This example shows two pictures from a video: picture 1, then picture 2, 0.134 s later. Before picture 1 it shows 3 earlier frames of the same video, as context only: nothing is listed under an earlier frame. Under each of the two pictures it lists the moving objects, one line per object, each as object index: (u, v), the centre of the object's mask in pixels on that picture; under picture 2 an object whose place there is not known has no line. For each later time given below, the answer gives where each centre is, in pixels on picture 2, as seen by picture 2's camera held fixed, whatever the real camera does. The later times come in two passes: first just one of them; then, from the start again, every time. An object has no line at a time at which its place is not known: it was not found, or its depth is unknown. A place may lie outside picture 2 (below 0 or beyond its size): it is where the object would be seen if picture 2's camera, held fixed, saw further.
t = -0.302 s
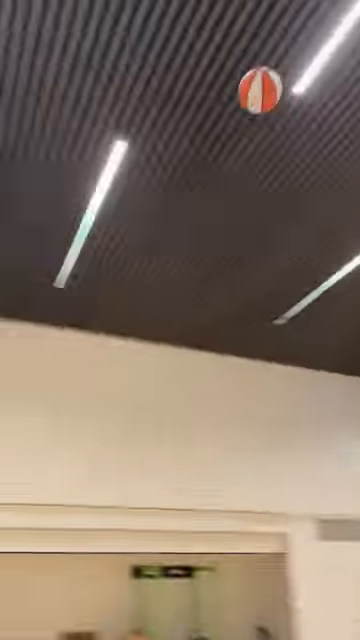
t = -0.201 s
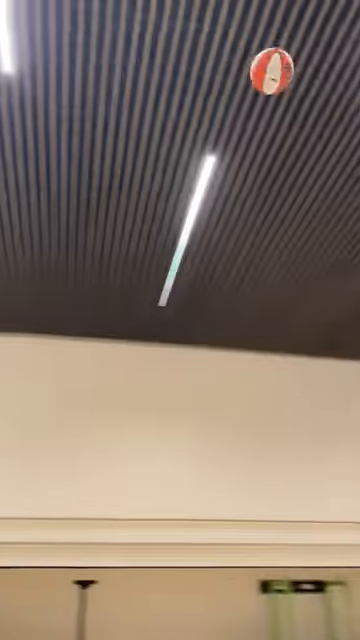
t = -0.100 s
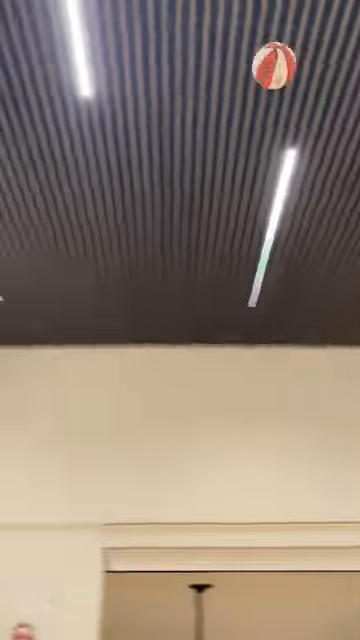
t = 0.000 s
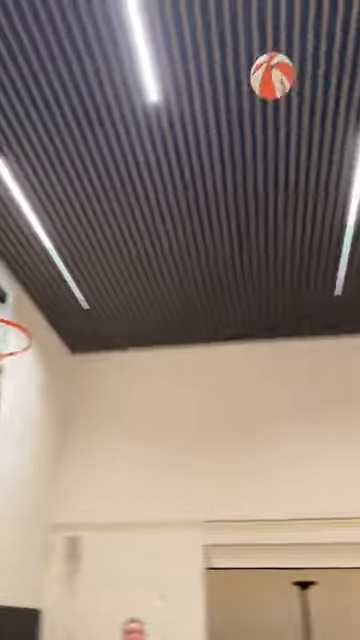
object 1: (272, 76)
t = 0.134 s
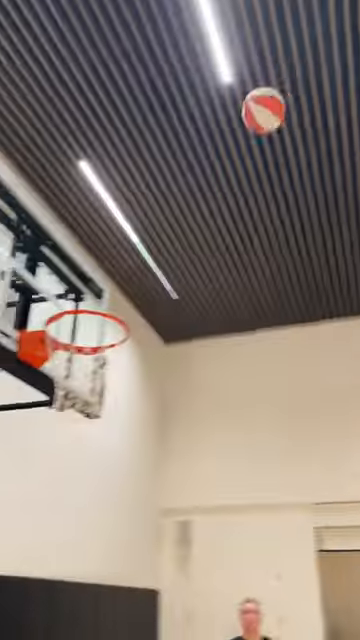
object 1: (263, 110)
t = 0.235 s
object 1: (204, 175)
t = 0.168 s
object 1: (244, 131)
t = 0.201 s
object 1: (224, 153)
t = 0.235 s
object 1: (204, 175)
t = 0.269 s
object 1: (185, 200)
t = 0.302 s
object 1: (165, 225)
